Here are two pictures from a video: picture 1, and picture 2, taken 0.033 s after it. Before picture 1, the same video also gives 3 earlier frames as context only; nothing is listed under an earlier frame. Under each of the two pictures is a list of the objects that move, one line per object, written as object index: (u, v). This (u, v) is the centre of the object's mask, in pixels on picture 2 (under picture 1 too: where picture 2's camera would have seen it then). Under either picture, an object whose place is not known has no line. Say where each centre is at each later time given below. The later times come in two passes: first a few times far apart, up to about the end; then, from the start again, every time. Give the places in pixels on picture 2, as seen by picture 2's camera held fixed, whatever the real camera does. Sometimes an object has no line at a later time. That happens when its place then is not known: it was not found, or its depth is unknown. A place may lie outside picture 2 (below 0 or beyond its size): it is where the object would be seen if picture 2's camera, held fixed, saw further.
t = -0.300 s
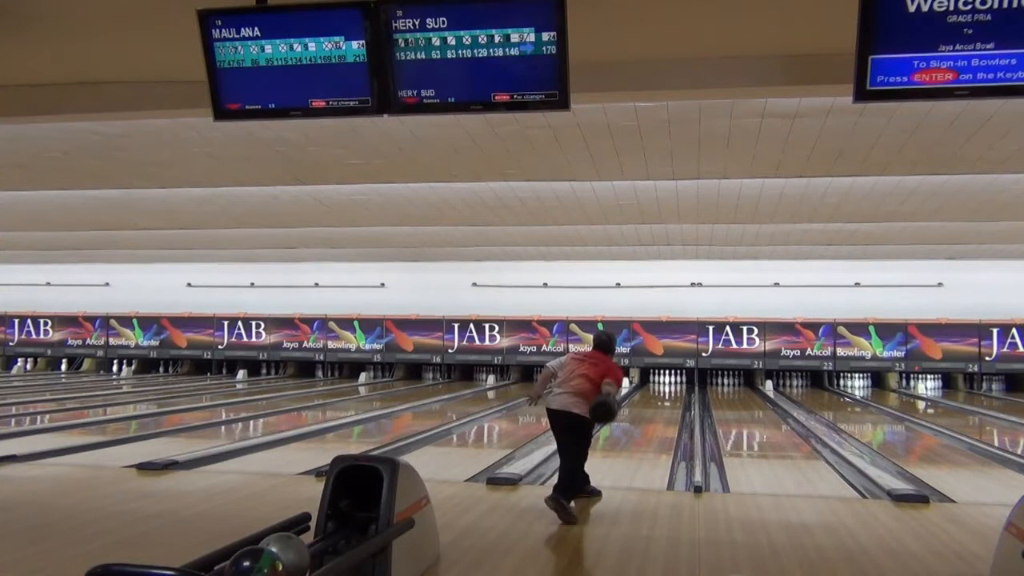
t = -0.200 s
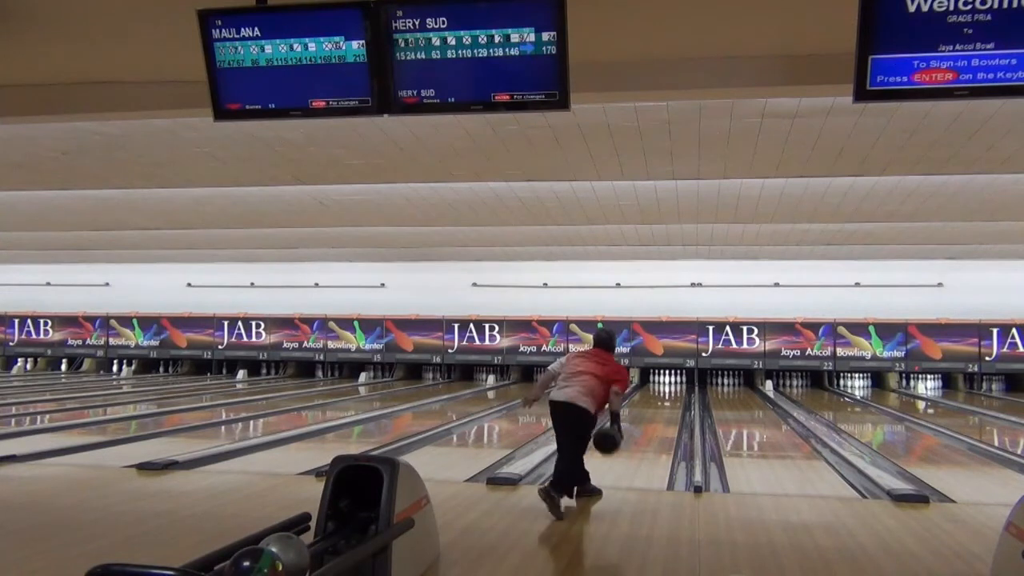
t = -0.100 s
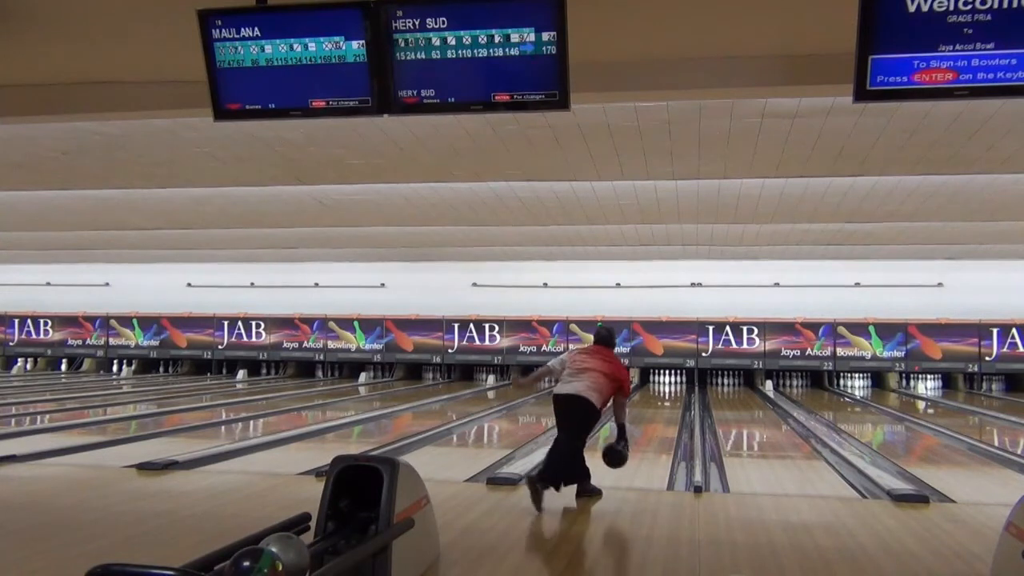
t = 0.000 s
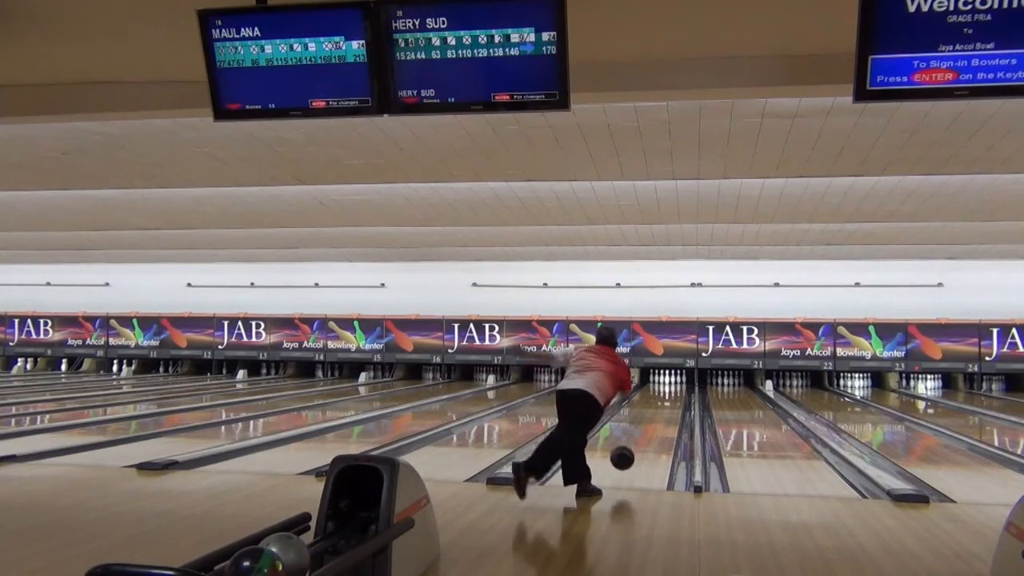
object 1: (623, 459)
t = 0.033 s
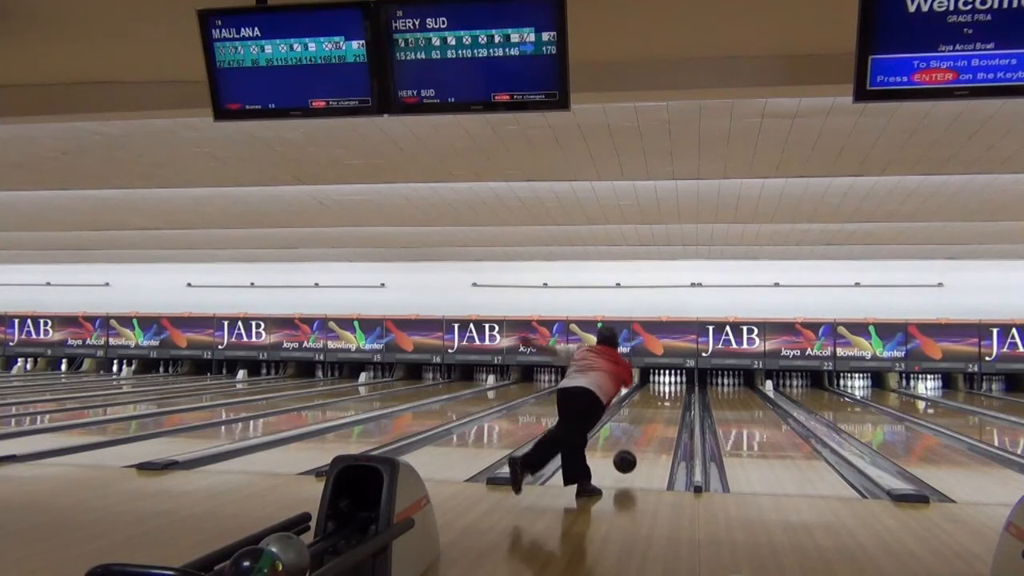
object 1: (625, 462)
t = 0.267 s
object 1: (637, 449)
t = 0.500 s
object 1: (646, 436)
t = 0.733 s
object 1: (652, 425)
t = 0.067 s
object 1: (627, 466)
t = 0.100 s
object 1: (628, 463)
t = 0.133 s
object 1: (629, 462)
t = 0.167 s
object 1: (632, 458)
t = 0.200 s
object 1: (634, 455)
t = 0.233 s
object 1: (636, 452)
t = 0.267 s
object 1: (637, 449)
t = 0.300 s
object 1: (638, 448)
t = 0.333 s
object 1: (639, 447)
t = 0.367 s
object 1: (641, 444)
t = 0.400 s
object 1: (642, 442)
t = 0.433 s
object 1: (644, 439)
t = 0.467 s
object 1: (645, 437)
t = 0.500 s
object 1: (646, 436)
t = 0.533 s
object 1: (646, 435)
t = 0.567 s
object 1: (648, 433)
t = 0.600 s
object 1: (649, 431)
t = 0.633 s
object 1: (650, 429)
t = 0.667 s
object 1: (651, 427)
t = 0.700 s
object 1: (652, 426)
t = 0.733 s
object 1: (652, 425)
